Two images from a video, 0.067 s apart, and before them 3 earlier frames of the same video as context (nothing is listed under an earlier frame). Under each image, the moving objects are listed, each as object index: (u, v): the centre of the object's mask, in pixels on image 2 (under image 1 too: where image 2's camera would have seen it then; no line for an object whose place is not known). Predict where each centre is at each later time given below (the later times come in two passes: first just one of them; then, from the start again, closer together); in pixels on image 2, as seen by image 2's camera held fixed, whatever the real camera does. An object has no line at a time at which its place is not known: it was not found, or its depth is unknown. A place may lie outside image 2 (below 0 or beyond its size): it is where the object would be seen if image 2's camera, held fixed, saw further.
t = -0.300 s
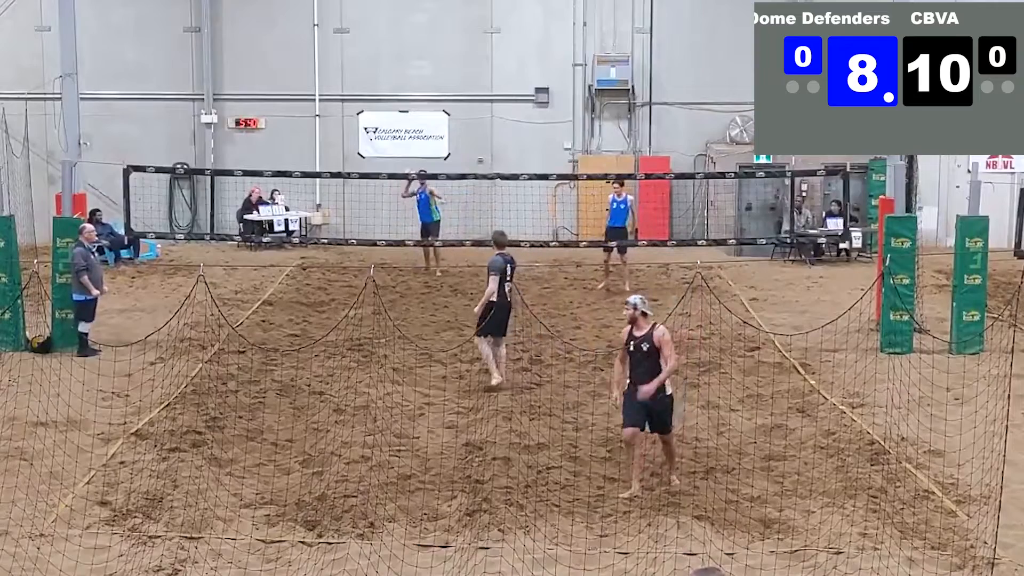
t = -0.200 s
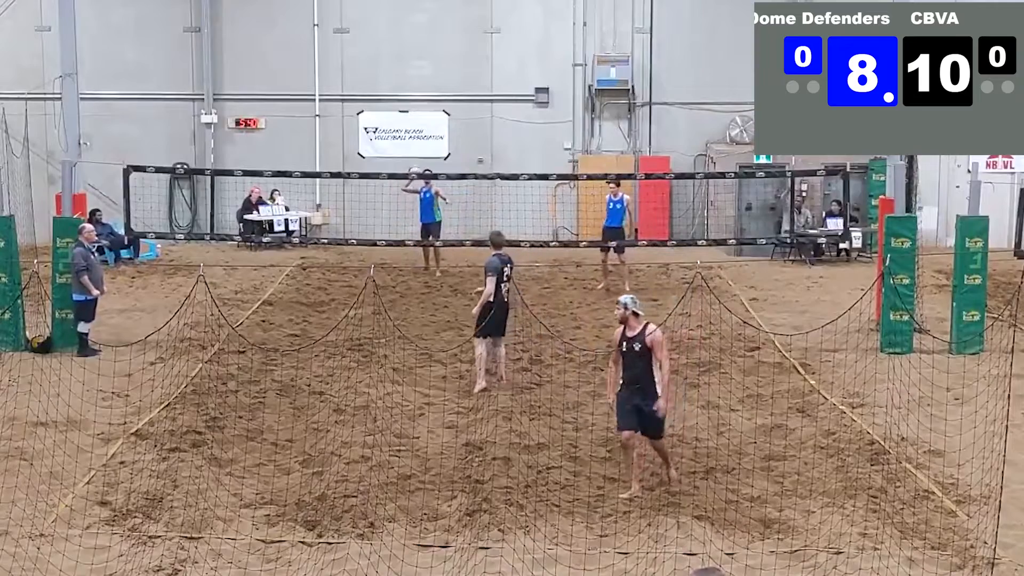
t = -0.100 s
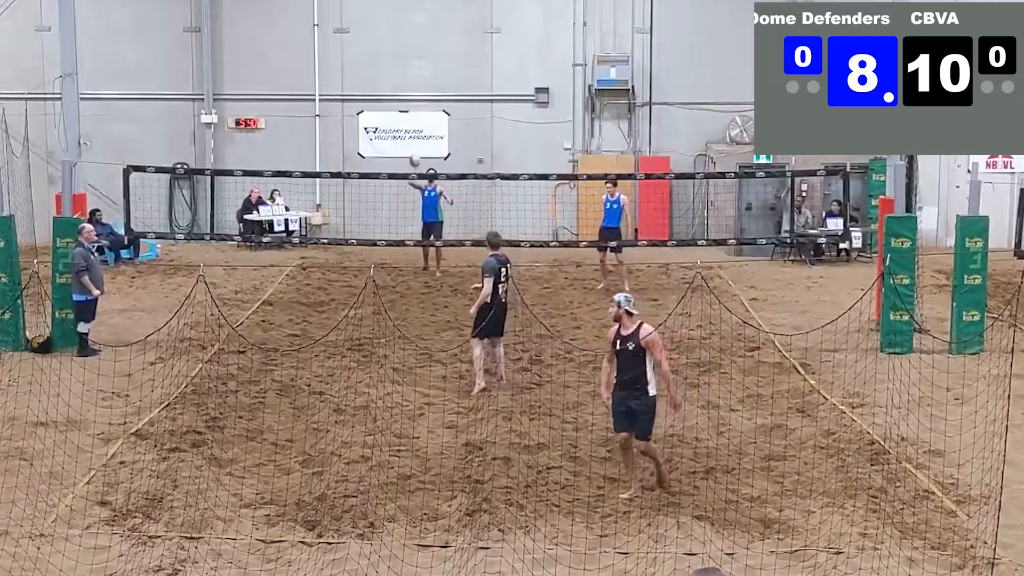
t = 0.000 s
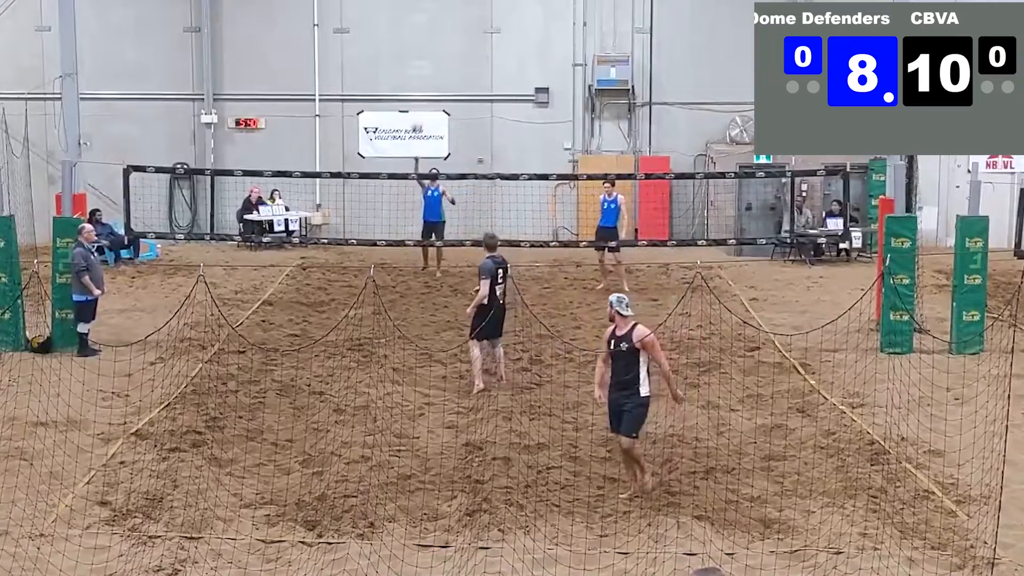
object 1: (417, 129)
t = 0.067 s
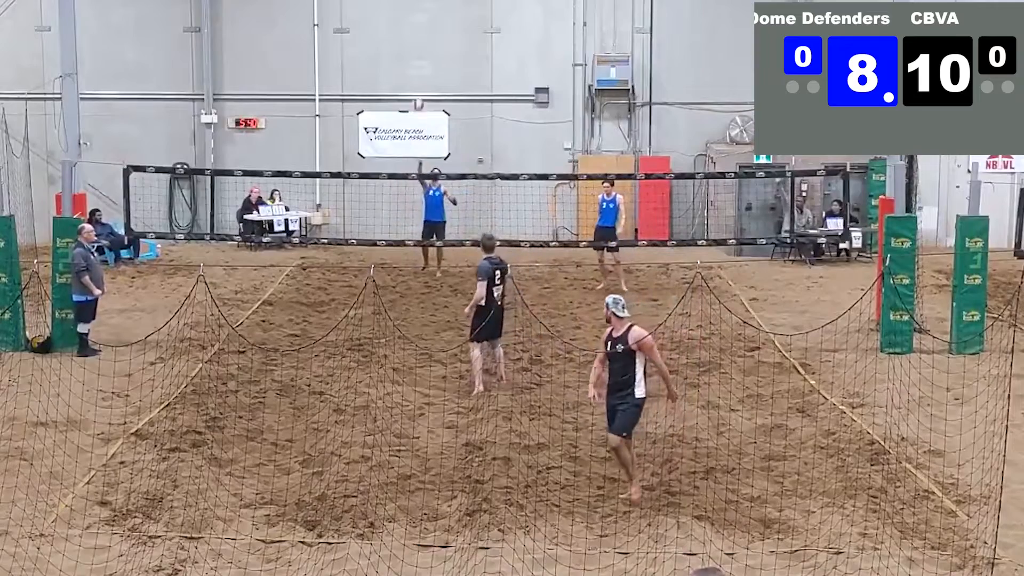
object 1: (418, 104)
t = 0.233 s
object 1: (421, 61)
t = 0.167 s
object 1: (419, 76)
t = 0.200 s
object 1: (420, 67)
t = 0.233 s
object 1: (421, 61)
